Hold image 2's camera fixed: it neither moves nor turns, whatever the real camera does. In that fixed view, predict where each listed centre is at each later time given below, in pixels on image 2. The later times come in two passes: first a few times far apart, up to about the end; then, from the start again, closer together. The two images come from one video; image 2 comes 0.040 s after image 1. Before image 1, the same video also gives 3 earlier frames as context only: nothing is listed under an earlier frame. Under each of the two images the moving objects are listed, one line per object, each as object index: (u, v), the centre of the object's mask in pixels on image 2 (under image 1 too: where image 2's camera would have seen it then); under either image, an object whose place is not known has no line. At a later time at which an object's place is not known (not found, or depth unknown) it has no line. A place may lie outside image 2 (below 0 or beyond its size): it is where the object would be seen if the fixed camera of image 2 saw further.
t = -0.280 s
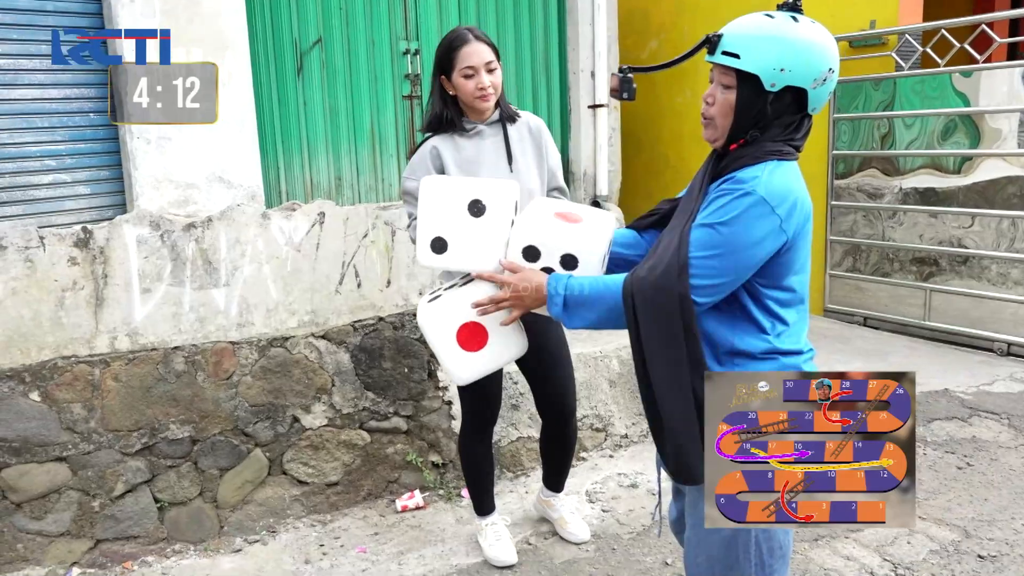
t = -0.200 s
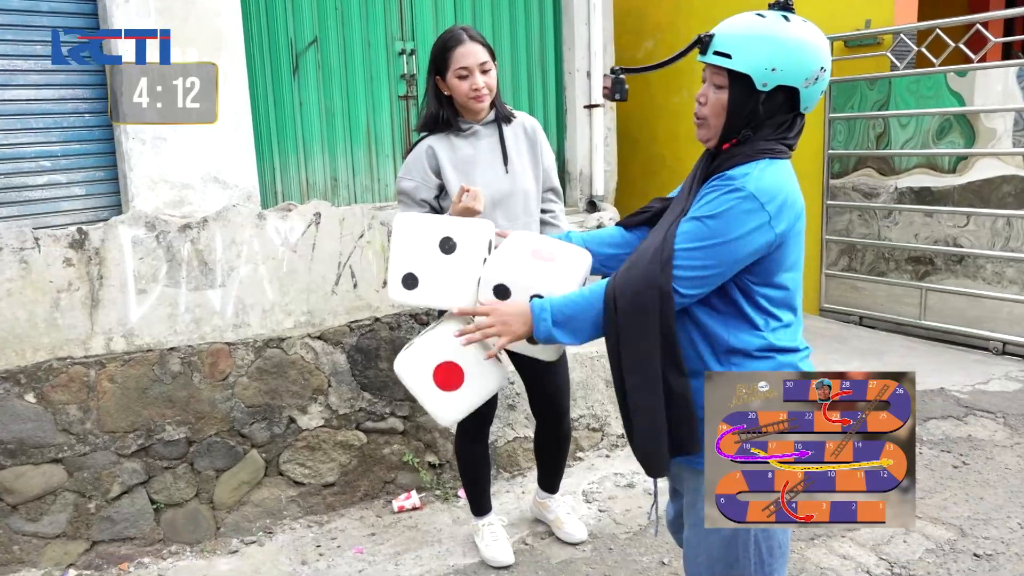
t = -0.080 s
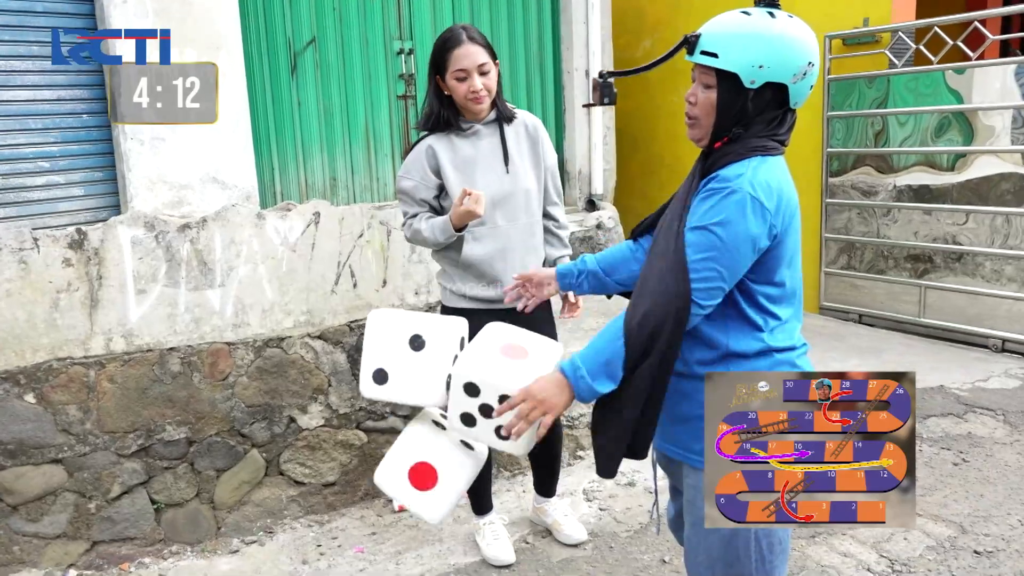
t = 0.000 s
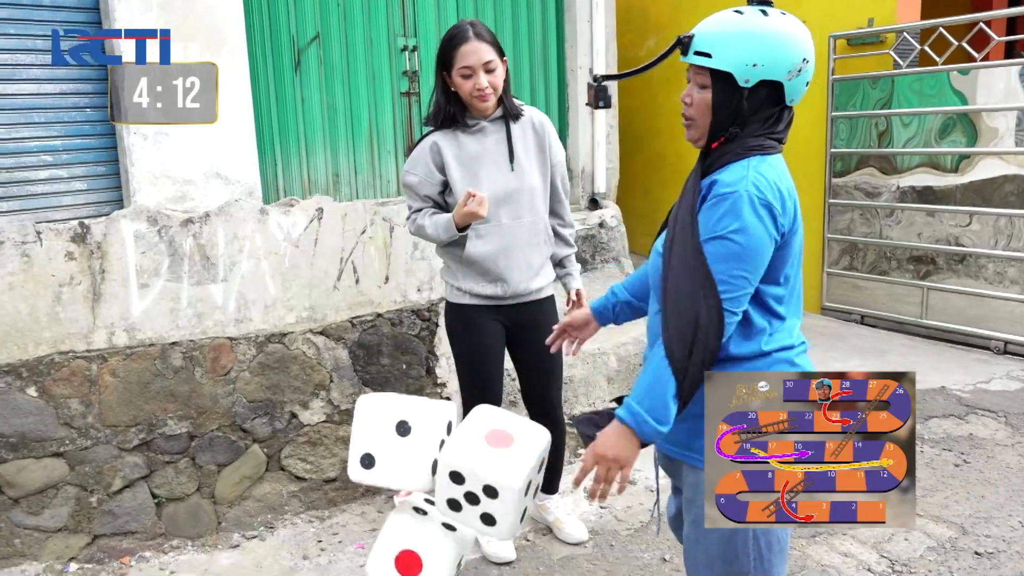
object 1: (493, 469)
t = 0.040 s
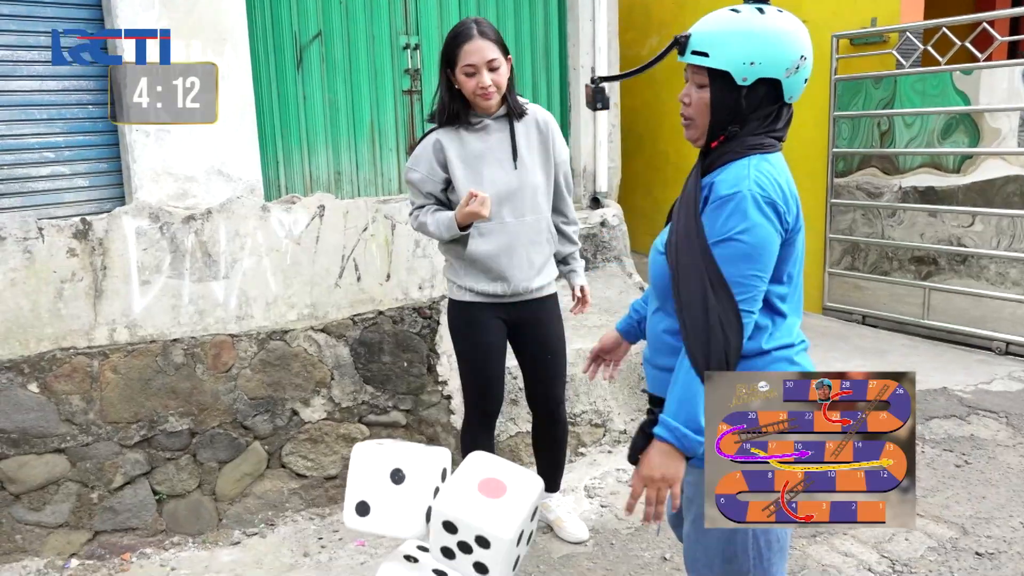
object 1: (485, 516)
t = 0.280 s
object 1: (458, 592)
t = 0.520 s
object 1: (479, 562)
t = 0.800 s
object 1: (495, 547)
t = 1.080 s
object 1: (487, 526)
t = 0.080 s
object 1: (482, 547)
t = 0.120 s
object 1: (474, 574)
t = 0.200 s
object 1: (460, 588)
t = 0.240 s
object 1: (457, 591)
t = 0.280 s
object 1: (458, 592)
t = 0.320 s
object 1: (464, 585)
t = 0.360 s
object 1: (468, 583)
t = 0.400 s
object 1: (471, 584)
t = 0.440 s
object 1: (475, 575)
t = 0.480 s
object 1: (478, 572)
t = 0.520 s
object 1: (479, 562)
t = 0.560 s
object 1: (482, 555)
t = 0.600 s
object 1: (485, 551)
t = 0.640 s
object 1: (489, 552)
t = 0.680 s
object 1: (491, 547)
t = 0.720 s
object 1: (492, 545)
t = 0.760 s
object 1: (494, 546)
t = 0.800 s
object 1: (495, 547)
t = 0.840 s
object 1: (492, 541)
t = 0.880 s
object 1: (489, 537)
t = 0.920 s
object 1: (488, 533)
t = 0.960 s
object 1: (486, 529)
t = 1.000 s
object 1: (486, 528)
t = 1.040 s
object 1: (486, 527)
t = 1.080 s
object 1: (487, 526)
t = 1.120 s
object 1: (488, 528)
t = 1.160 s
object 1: (487, 528)
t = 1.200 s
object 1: (486, 529)
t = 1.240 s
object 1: (486, 531)
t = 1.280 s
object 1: (486, 536)
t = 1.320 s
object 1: (485, 540)
